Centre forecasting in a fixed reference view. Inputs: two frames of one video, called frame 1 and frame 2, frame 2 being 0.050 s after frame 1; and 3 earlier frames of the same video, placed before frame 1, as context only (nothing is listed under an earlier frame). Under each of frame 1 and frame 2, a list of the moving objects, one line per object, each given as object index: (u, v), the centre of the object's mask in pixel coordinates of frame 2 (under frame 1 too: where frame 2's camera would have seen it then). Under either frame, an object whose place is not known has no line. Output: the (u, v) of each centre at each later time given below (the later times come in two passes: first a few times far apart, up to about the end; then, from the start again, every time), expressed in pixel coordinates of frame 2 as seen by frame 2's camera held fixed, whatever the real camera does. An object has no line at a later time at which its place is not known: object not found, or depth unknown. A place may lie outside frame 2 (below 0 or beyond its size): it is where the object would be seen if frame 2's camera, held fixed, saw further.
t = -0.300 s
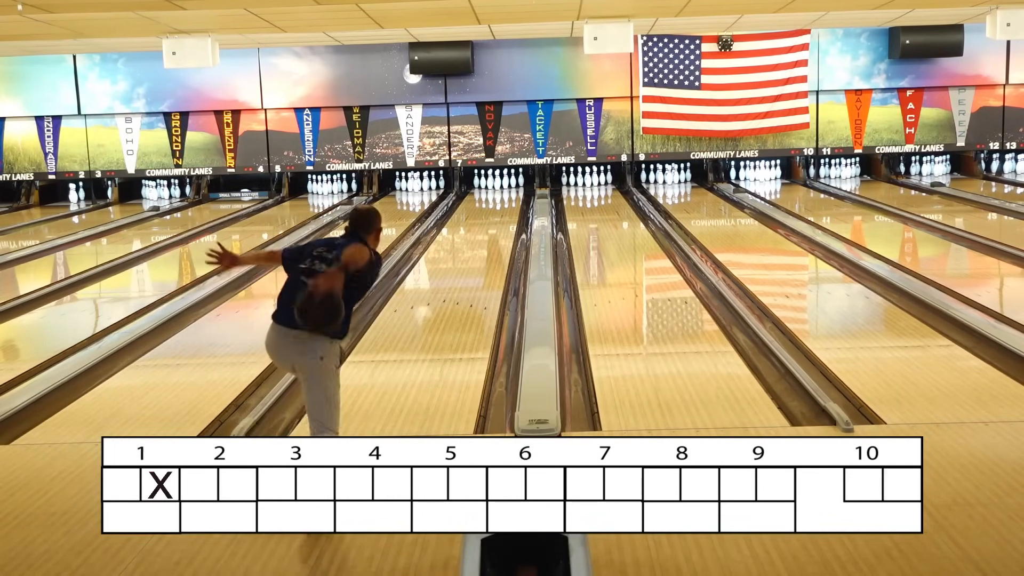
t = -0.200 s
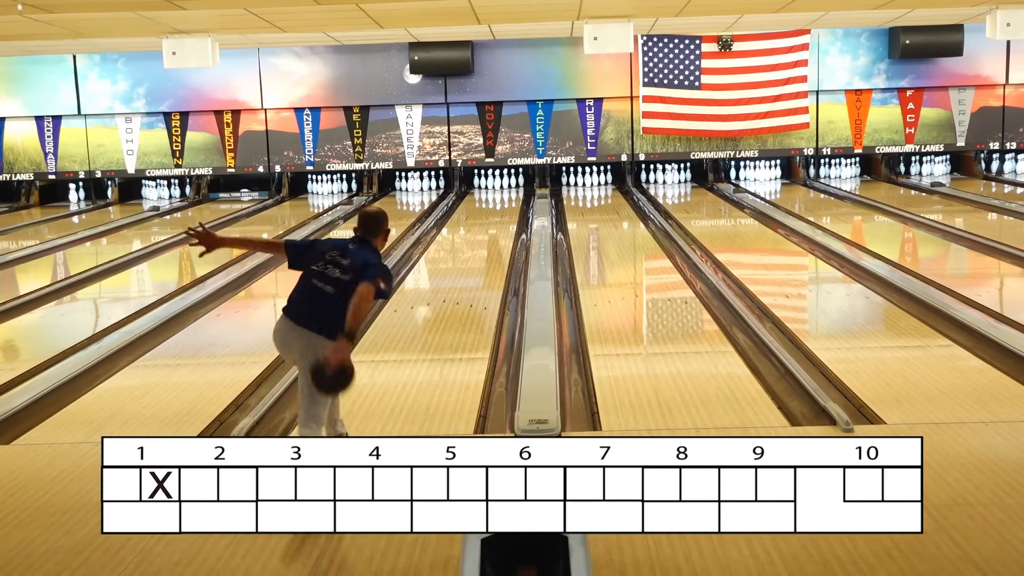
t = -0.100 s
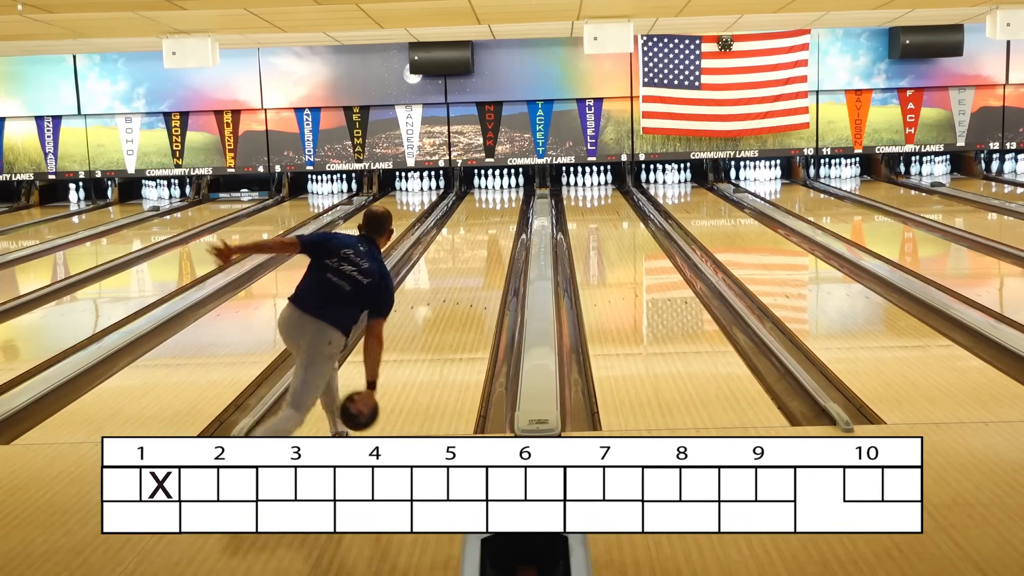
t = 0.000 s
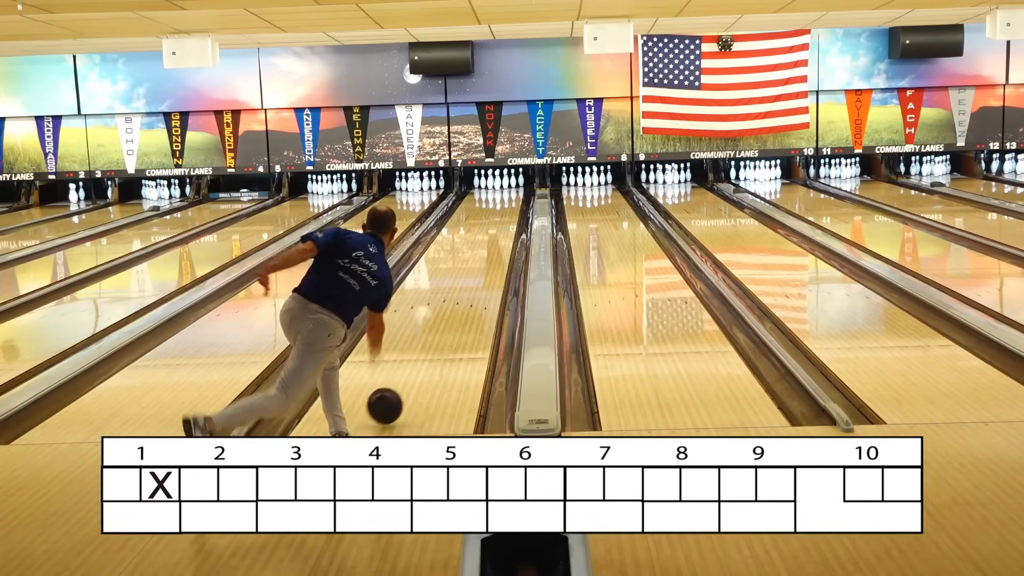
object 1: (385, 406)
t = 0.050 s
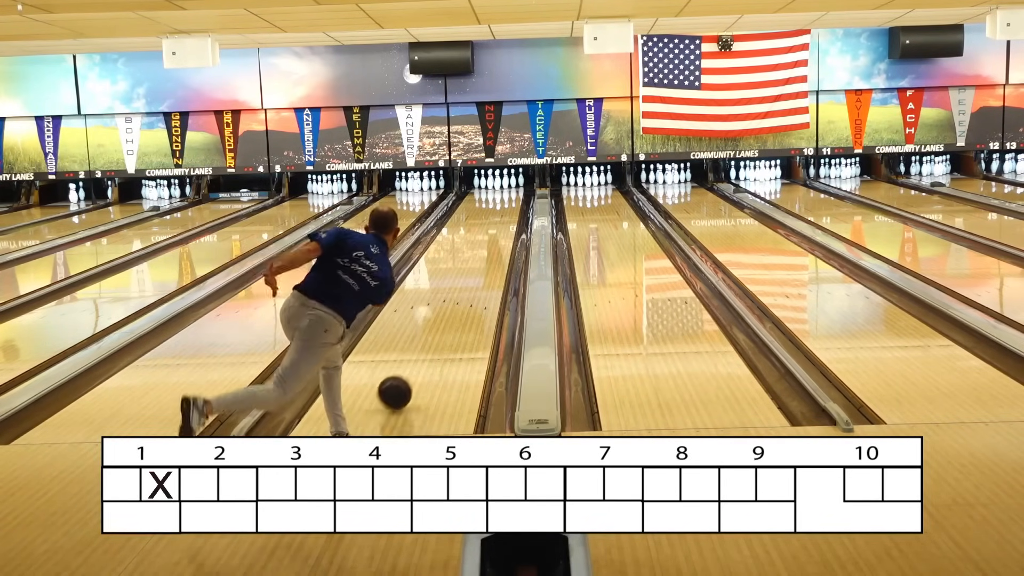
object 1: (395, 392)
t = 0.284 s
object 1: (431, 340)
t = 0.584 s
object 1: (461, 292)
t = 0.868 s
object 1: (479, 262)
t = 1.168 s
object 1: (493, 239)
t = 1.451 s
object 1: (503, 222)
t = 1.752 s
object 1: (508, 208)
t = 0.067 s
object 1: (398, 388)
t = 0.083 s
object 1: (401, 384)
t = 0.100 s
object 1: (404, 381)
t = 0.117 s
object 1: (407, 376)
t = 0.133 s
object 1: (410, 372)
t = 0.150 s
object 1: (412, 368)
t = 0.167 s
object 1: (415, 364)
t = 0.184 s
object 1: (417, 360)
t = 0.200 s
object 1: (420, 357)
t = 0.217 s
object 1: (422, 353)
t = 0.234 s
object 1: (424, 350)
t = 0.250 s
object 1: (426, 346)
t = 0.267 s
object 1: (429, 343)
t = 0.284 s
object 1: (431, 340)
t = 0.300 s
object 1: (433, 336)
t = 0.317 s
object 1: (435, 333)
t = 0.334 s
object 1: (437, 330)
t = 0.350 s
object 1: (439, 327)
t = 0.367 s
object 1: (441, 324)
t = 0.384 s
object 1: (443, 321)
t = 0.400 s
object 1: (444, 318)
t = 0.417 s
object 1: (446, 316)
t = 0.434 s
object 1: (448, 313)
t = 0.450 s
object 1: (449, 310)
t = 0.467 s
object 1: (451, 308)
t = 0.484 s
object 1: (452, 306)
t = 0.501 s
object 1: (454, 303)
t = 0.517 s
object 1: (455, 300)
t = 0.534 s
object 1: (457, 298)
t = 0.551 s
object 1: (458, 296)
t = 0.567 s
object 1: (459, 294)
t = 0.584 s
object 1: (461, 292)
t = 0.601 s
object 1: (462, 289)
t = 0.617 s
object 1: (464, 287)
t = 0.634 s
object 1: (465, 286)
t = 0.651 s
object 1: (466, 283)
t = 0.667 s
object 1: (467, 282)
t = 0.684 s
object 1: (468, 280)
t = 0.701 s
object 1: (469, 278)
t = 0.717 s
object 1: (471, 276)
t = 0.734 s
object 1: (471, 275)
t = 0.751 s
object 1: (473, 273)
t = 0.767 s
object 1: (474, 271)
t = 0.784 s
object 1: (475, 270)
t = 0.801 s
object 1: (476, 268)
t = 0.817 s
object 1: (477, 266)
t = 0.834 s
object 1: (478, 265)
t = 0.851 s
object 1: (479, 263)
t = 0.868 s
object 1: (479, 262)
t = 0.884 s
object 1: (480, 260)
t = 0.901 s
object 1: (481, 259)
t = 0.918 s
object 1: (482, 257)
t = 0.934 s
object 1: (483, 256)
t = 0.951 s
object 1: (484, 254)
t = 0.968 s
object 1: (485, 253)
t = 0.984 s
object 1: (486, 252)
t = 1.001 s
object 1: (486, 251)
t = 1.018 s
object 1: (487, 249)
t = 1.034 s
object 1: (488, 248)
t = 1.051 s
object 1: (489, 247)
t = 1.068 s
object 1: (489, 246)
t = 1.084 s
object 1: (490, 245)
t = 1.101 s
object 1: (491, 243)
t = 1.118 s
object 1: (492, 242)
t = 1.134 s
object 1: (492, 241)
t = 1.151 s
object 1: (493, 240)
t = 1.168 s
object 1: (493, 239)
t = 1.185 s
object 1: (494, 238)
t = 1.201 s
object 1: (495, 236)
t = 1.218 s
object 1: (495, 235)
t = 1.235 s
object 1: (496, 234)
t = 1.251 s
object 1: (497, 233)
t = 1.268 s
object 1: (497, 232)
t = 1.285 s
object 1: (498, 231)
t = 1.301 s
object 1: (498, 230)
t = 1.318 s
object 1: (499, 229)
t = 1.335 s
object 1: (499, 228)
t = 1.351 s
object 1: (500, 227)
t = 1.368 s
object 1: (500, 226)
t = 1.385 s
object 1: (501, 226)
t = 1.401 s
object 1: (501, 225)
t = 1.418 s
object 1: (502, 224)
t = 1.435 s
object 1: (502, 223)
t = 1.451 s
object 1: (503, 222)
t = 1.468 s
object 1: (503, 221)
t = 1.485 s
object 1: (503, 220)
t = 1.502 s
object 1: (504, 219)
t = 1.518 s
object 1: (504, 219)
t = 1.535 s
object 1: (505, 218)
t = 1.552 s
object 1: (505, 217)
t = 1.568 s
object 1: (505, 216)
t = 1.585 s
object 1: (506, 215)
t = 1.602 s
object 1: (506, 215)
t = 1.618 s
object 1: (506, 214)
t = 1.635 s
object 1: (506, 213)
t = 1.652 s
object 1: (507, 212)
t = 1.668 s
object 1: (507, 212)
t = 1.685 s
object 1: (507, 211)
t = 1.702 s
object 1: (507, 210)
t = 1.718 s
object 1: (507, 209)
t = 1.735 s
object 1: (507, 209)
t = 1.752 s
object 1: (508, 208)
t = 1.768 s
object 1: (508, 207)
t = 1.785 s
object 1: (508, 207)
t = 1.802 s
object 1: (508, 206)
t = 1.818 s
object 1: (508, 205)
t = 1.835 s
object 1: (508, 205)
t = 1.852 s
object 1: (508, 204)
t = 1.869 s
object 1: (508, 204)
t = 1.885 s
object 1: (508, 203)
